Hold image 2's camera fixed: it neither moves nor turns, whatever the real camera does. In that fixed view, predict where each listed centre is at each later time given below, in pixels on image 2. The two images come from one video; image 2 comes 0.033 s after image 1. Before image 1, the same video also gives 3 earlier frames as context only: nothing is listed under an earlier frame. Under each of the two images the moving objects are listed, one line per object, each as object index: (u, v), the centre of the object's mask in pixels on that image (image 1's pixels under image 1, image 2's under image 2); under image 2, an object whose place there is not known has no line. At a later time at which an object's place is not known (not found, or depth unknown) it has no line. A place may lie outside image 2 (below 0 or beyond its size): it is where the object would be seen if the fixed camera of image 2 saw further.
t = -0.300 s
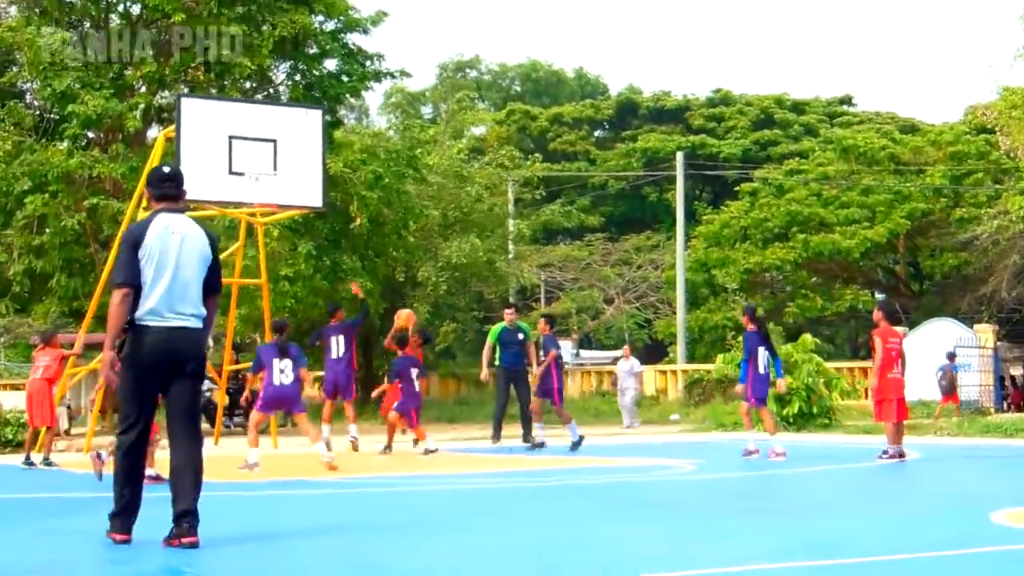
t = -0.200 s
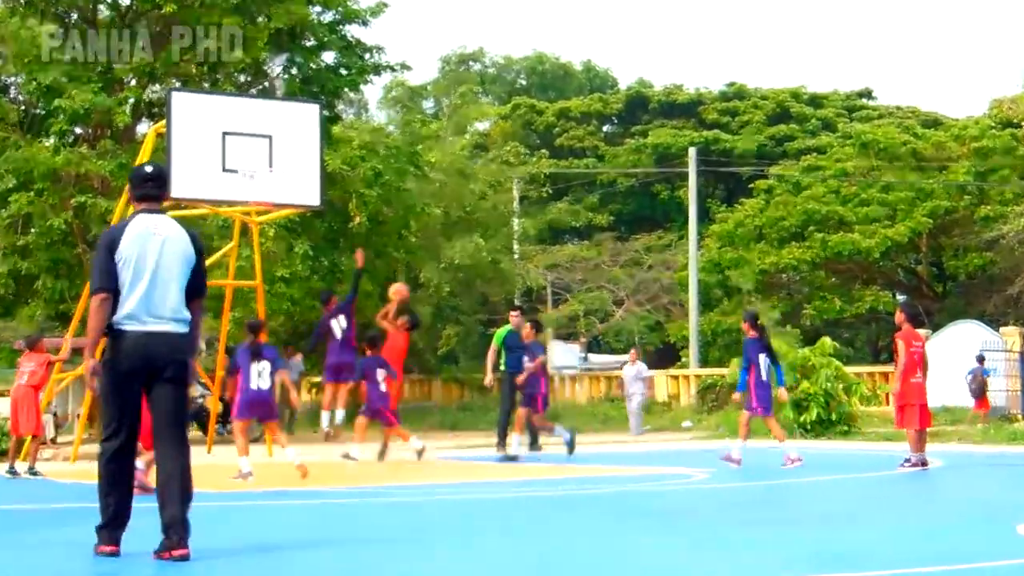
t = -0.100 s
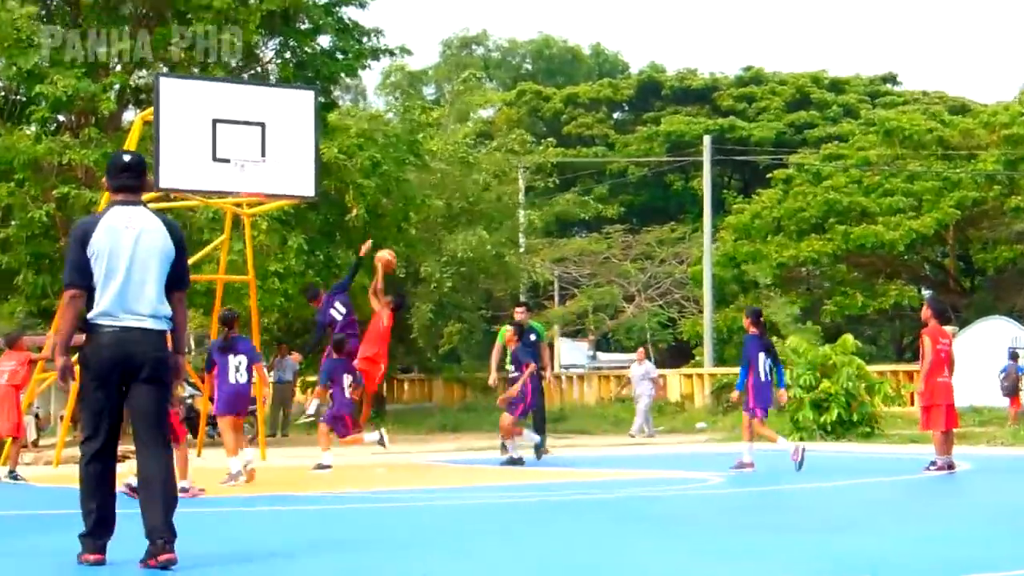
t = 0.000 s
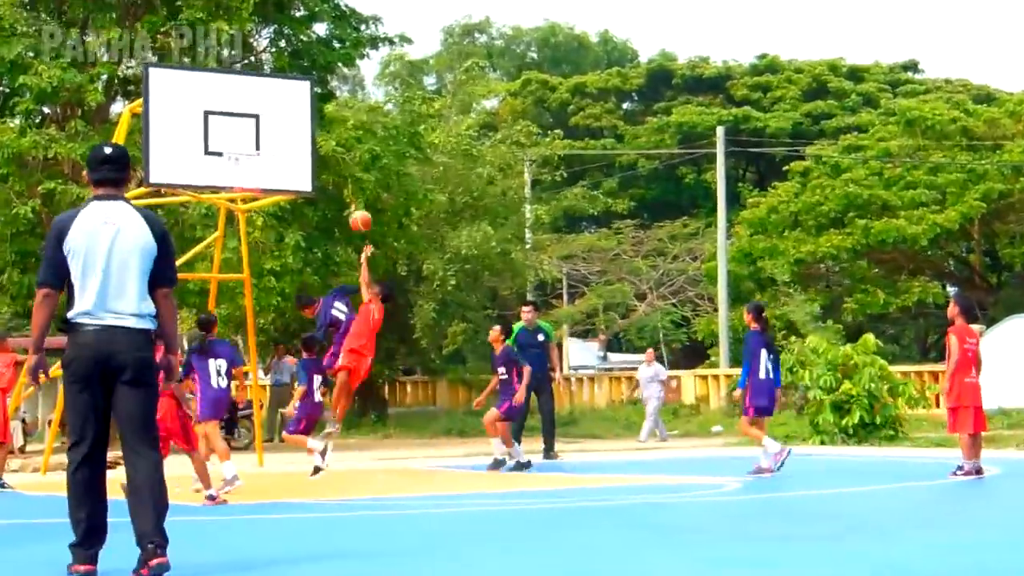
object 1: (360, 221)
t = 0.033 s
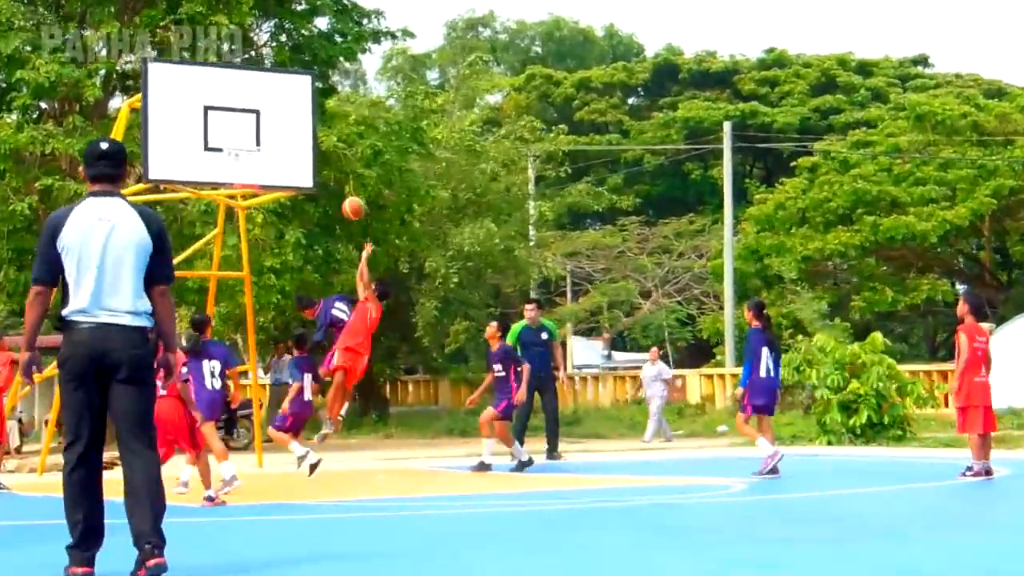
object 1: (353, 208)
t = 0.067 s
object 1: (344, 201)
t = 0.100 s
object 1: (336, 192)
